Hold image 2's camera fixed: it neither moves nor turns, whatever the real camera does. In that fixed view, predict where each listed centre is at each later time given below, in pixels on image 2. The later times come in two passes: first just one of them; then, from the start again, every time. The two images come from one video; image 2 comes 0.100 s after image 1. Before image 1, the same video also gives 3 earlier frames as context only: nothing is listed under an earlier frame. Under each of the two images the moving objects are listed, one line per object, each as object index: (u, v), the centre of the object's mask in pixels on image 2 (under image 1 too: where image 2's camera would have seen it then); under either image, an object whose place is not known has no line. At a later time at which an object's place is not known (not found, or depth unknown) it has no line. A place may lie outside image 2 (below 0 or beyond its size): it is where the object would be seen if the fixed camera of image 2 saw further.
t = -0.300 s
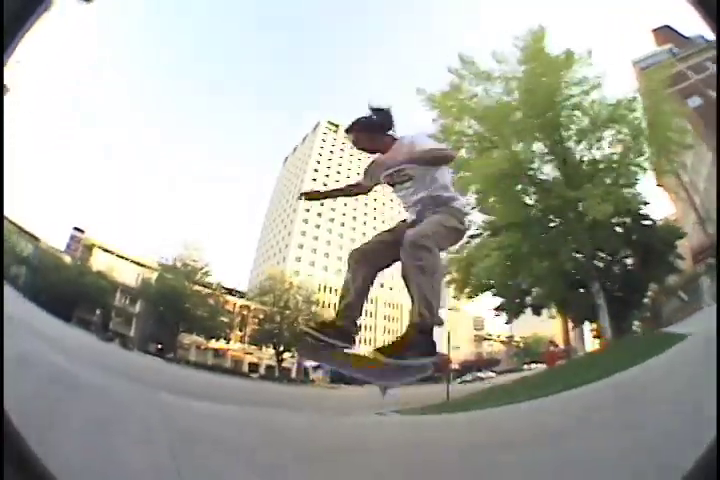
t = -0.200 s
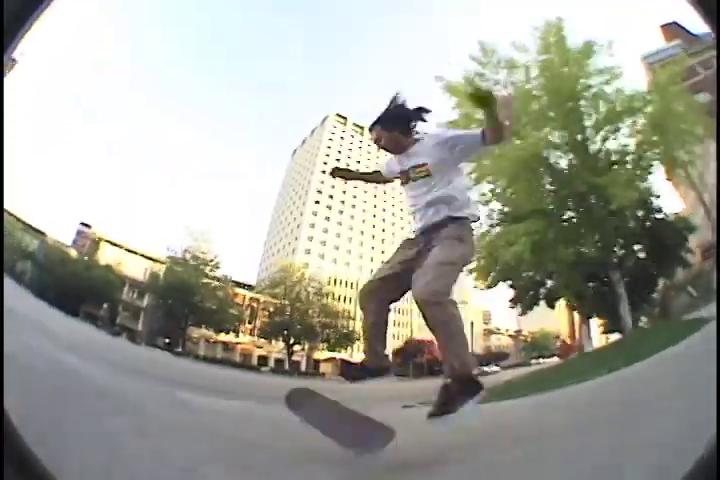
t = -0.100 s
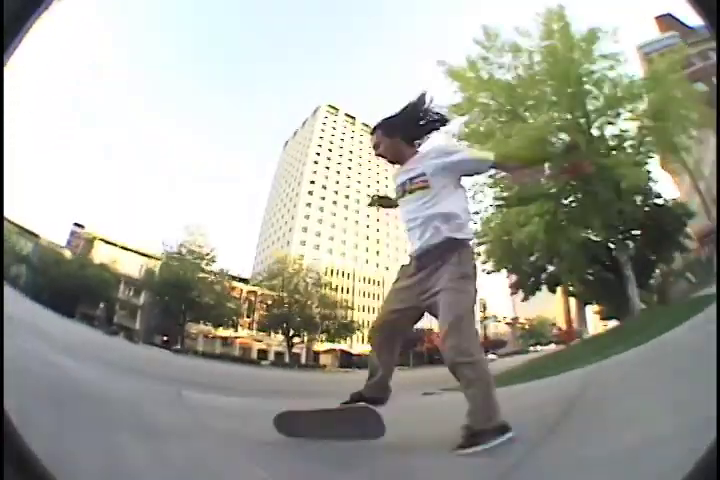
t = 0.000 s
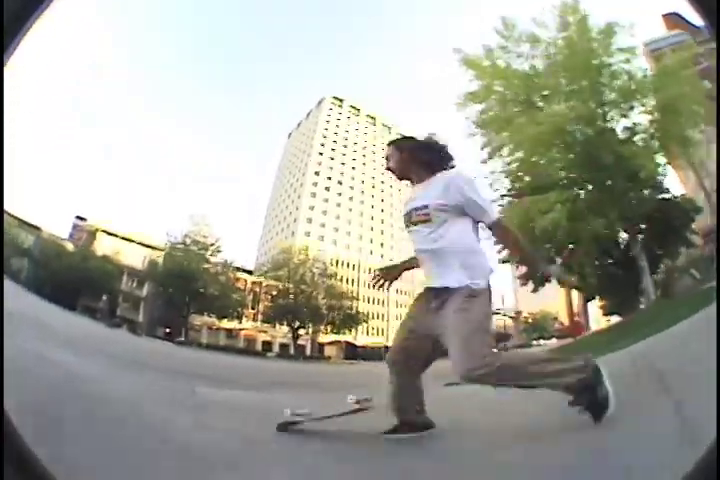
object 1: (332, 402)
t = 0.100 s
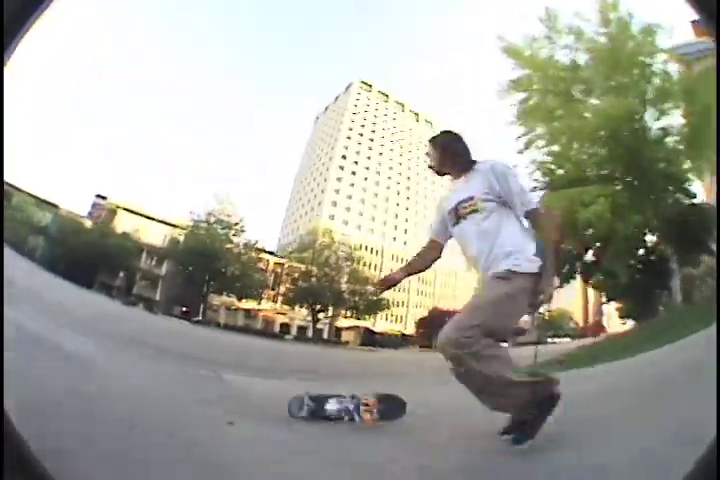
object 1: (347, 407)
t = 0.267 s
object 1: (348, 428)
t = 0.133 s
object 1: (345, 412)
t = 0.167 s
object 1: (345, 415)
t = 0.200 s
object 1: (345, 419)
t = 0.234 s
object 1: (345, 423)
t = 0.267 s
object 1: (348, 428)
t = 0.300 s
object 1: (350, 433)
